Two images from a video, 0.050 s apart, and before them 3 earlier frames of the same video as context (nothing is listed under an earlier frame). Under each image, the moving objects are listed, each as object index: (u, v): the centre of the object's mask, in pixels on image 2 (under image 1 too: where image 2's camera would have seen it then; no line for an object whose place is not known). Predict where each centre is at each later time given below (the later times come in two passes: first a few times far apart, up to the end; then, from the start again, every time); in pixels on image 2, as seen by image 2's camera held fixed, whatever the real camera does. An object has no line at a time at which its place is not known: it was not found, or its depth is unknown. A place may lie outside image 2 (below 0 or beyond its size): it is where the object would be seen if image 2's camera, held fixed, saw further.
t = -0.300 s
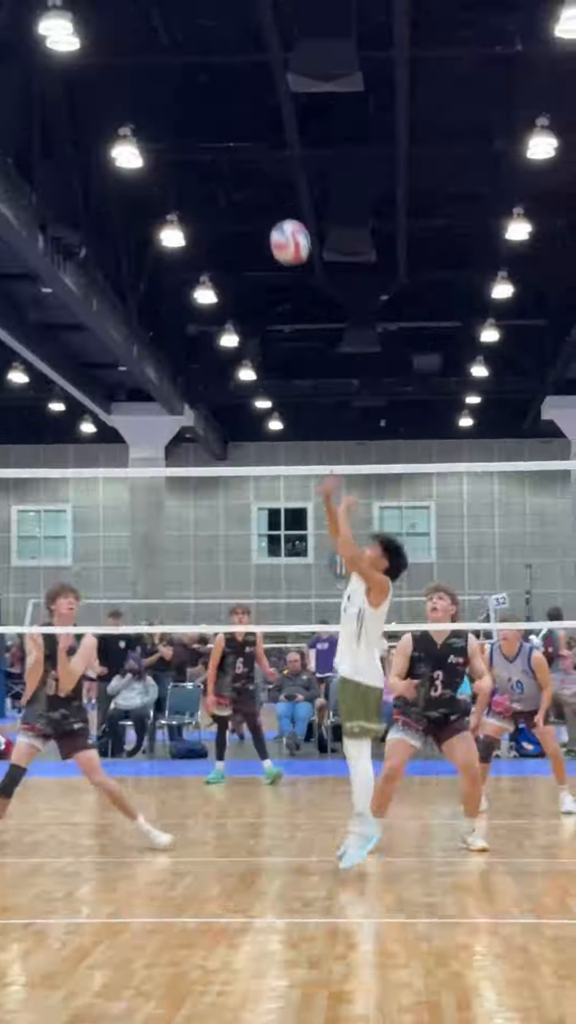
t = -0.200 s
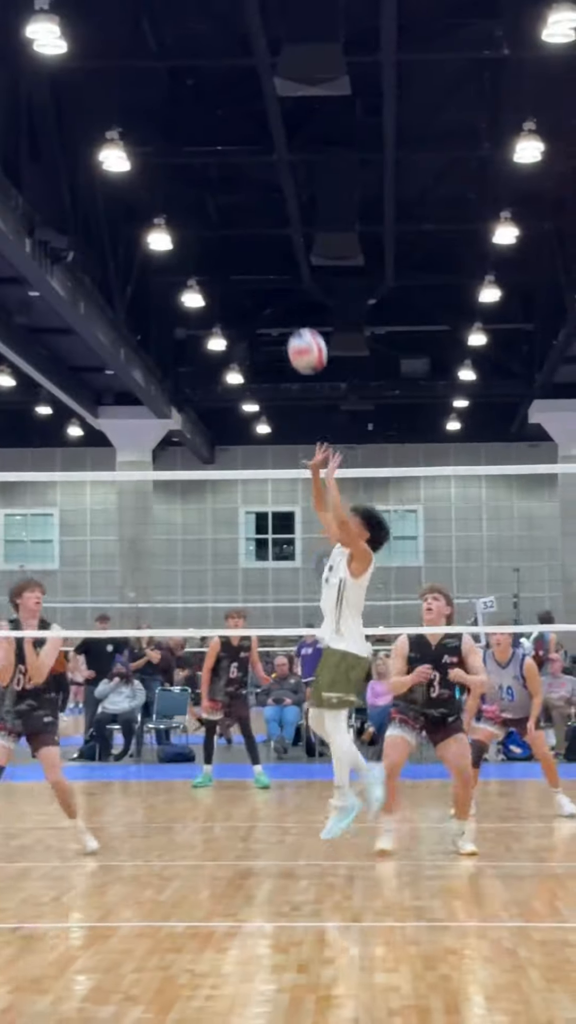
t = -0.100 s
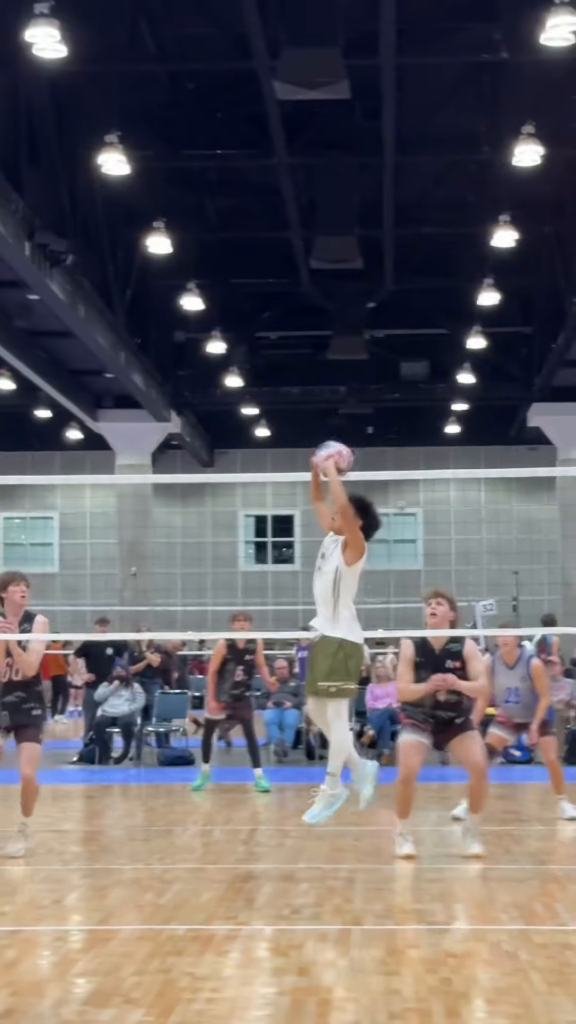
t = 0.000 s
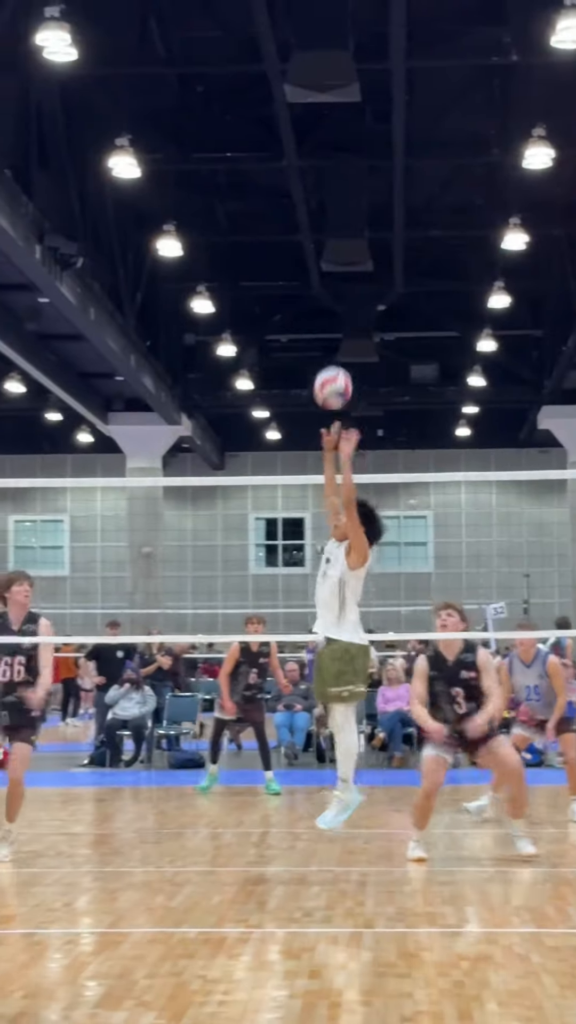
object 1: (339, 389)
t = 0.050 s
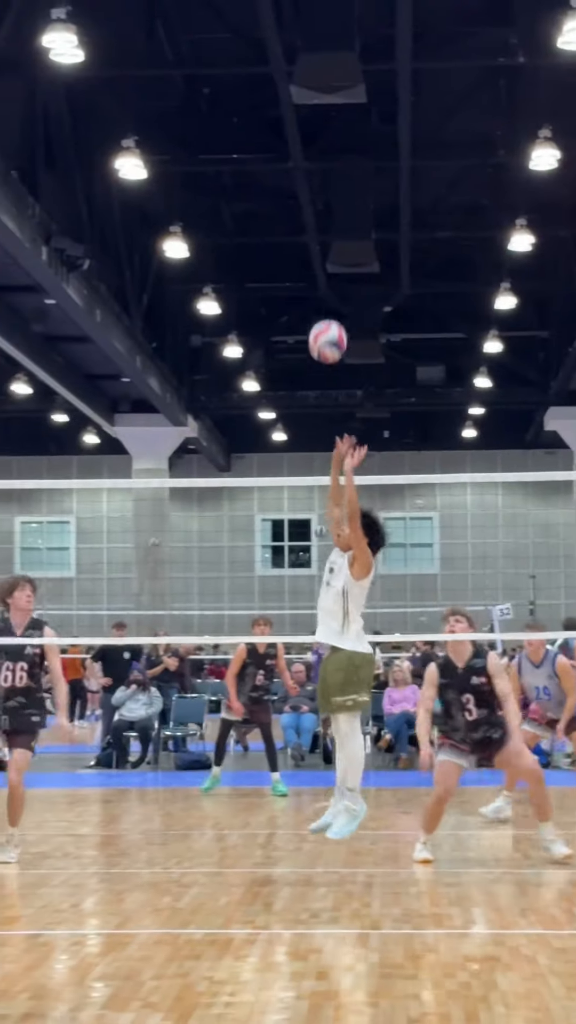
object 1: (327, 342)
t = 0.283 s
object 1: (272, 174)
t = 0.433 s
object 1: (236, 114)
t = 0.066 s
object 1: (324, 327)
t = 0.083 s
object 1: (320, 312)
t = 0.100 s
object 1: (316, 298)
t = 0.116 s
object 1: (312, 284)
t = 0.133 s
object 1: (308, 271)
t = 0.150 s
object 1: (304, 259)
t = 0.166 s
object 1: (301, 247)
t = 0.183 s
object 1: (297, 235)
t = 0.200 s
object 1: (293, 224)
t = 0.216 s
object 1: (289, 213)
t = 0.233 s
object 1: (285, 202)
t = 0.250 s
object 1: (281, 192)
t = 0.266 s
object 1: (277, 183)
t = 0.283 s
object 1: (272, 174)
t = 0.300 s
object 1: (268, 165)
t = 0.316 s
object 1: (265, 157)
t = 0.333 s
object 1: (261, 149)
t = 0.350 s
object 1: (256, 142)
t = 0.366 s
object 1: (252, 136)
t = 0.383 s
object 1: (248, 130)
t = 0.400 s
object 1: (244, 124)
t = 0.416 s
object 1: (240, 119)
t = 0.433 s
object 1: (236, 114)
